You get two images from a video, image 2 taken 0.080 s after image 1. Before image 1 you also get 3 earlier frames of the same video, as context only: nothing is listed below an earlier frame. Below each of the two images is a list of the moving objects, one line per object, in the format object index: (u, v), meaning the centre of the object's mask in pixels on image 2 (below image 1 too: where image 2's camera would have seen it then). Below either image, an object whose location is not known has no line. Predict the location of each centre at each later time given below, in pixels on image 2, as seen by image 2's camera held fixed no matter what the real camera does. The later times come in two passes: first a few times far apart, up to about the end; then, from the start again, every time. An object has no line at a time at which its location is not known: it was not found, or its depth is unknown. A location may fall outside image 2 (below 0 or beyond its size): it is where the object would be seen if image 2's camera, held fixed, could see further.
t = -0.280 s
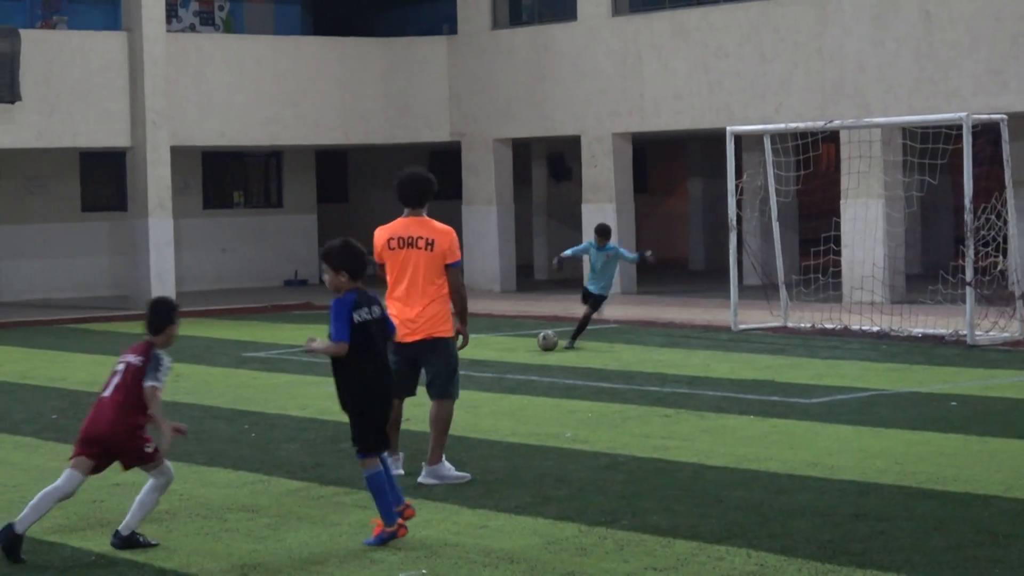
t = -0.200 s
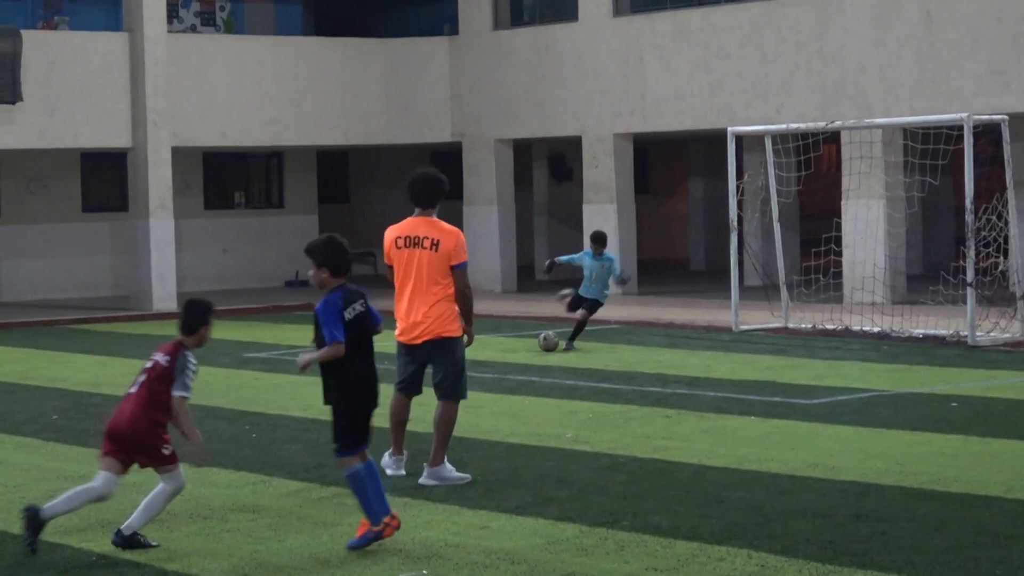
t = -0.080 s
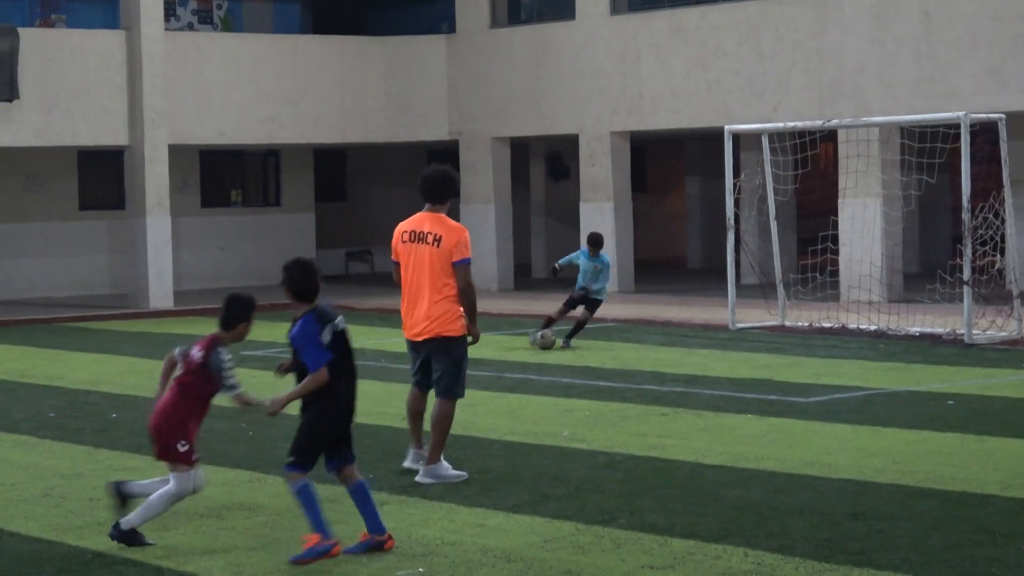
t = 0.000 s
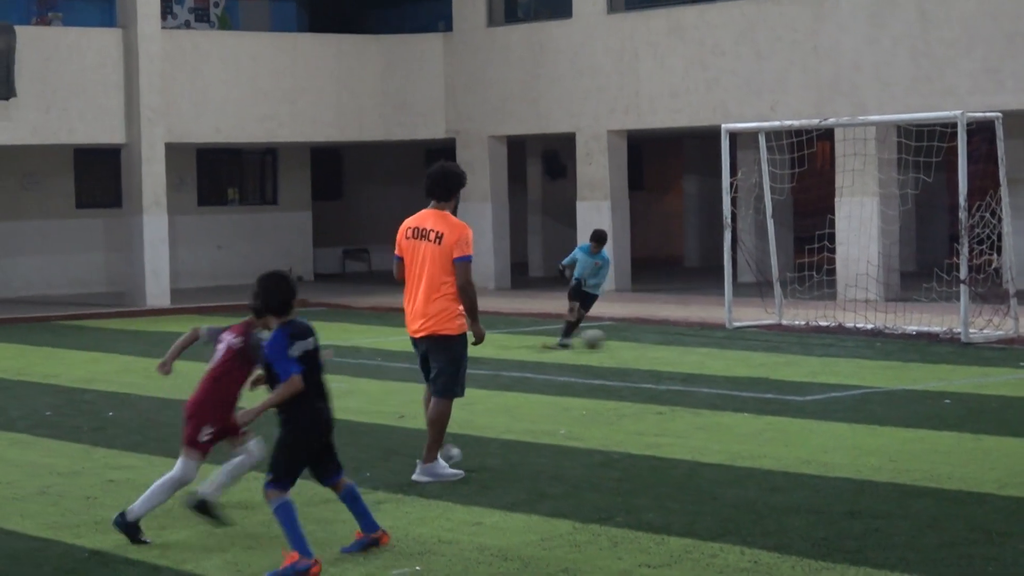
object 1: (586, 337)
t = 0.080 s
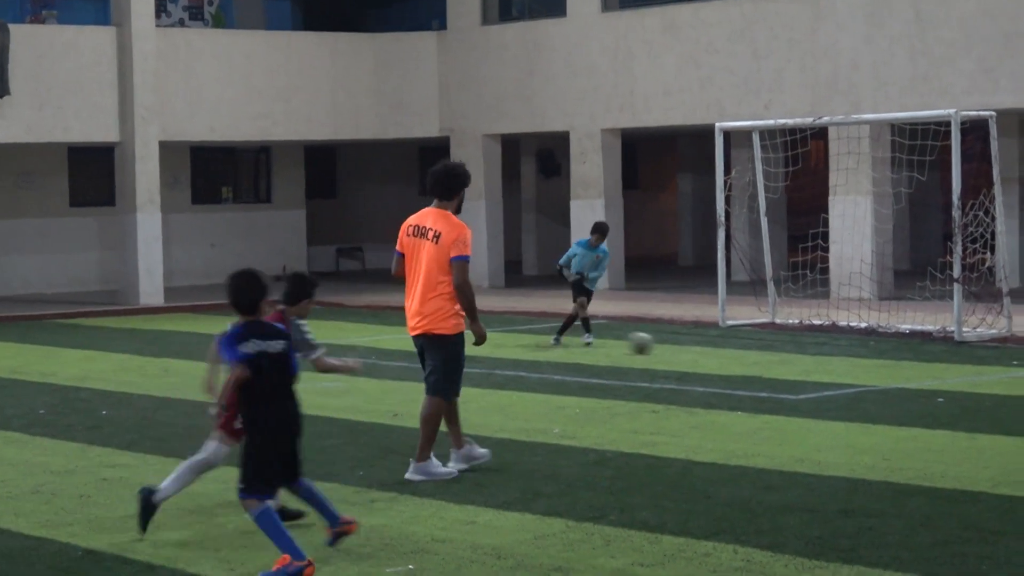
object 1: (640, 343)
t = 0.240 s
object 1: (742, 344)
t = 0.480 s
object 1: (886, 353)
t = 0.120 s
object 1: (667, 343)
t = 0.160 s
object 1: (690, 342)
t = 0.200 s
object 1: (715, 343)
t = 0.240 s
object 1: (742, 344)
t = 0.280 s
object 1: (768, 349)
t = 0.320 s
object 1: (795, 354)
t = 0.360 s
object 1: (816, 351)
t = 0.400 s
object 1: (839, 349)
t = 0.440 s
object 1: (862, 350)
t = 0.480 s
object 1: (886, 353)
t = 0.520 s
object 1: (910, 358)
